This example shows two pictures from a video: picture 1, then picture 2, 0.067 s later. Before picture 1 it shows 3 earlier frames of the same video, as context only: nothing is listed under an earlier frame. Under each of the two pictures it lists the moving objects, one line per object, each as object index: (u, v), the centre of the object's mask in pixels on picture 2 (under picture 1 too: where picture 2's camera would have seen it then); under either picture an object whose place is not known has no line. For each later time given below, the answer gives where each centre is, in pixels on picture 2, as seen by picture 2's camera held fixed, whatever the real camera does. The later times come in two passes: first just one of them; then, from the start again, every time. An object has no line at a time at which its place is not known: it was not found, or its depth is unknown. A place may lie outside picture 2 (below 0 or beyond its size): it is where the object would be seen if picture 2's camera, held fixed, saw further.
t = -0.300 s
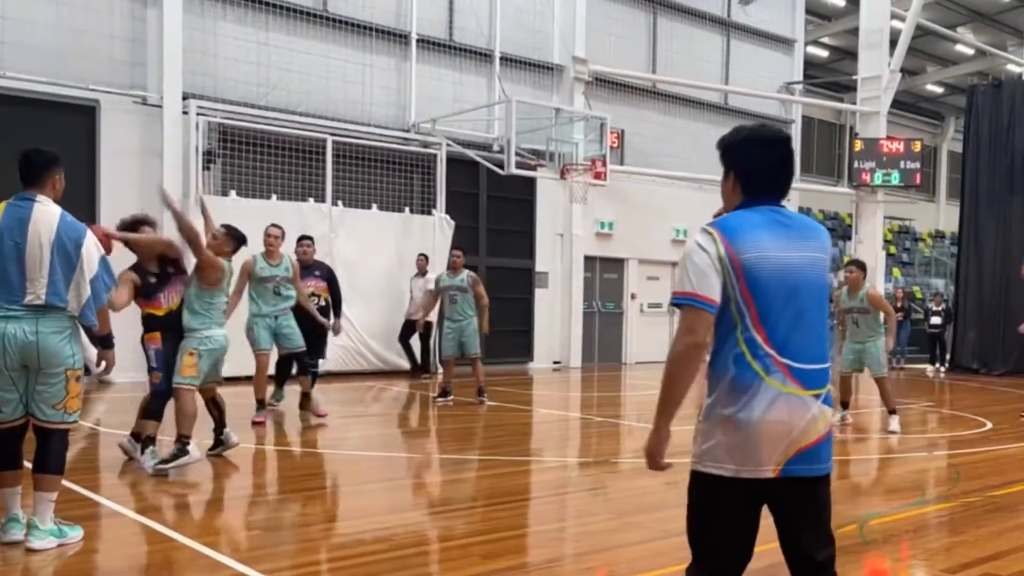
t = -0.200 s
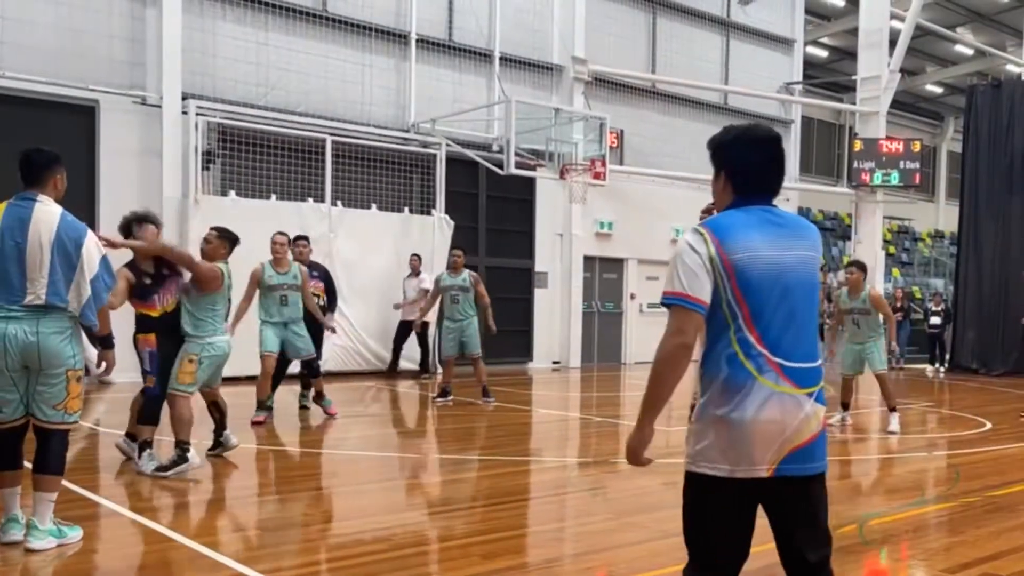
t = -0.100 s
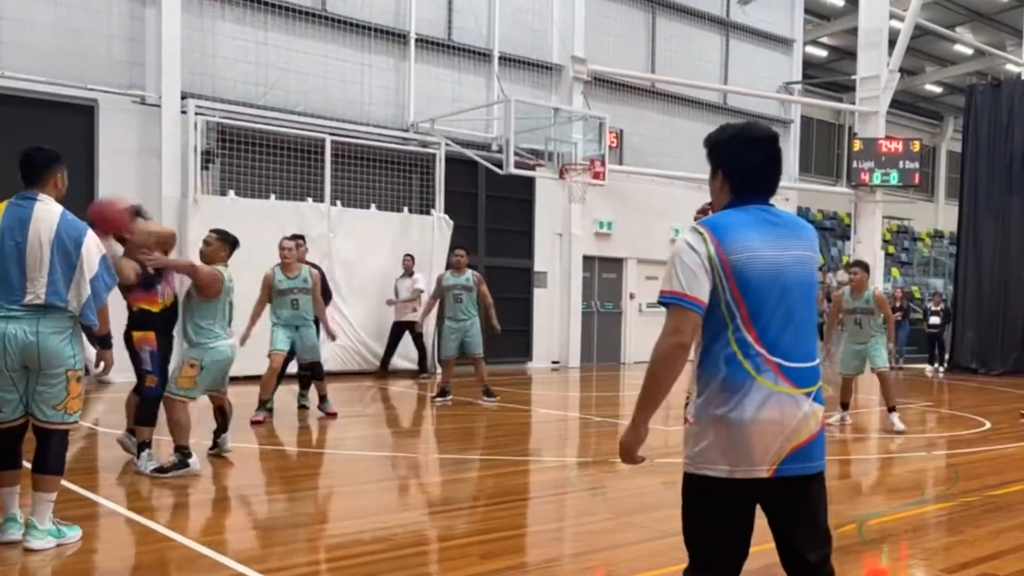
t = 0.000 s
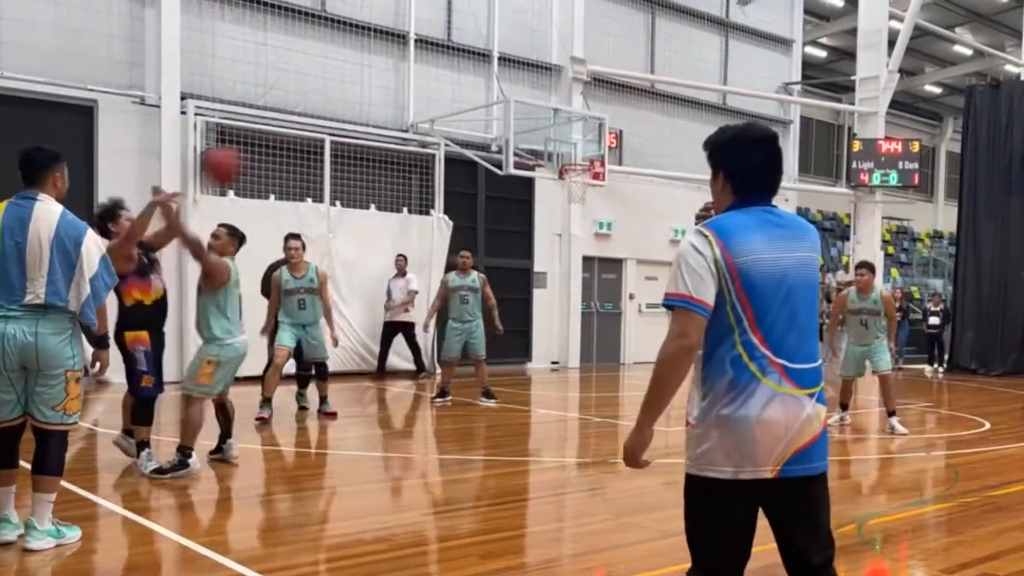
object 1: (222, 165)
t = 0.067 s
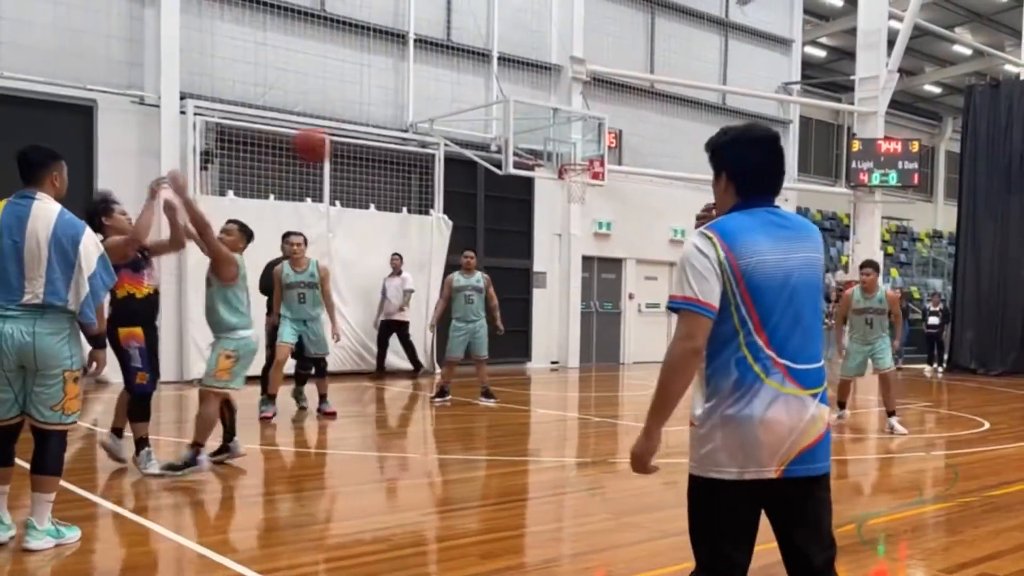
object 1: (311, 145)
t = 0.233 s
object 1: (533, 126)
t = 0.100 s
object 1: (357, 138)
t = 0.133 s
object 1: (400, 131)
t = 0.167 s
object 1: (445, 128)
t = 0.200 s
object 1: (490, 126)
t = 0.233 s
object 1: (533, 126)
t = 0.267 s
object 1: (576, 127)
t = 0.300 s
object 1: (623, 130)
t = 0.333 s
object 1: (663, 135)
